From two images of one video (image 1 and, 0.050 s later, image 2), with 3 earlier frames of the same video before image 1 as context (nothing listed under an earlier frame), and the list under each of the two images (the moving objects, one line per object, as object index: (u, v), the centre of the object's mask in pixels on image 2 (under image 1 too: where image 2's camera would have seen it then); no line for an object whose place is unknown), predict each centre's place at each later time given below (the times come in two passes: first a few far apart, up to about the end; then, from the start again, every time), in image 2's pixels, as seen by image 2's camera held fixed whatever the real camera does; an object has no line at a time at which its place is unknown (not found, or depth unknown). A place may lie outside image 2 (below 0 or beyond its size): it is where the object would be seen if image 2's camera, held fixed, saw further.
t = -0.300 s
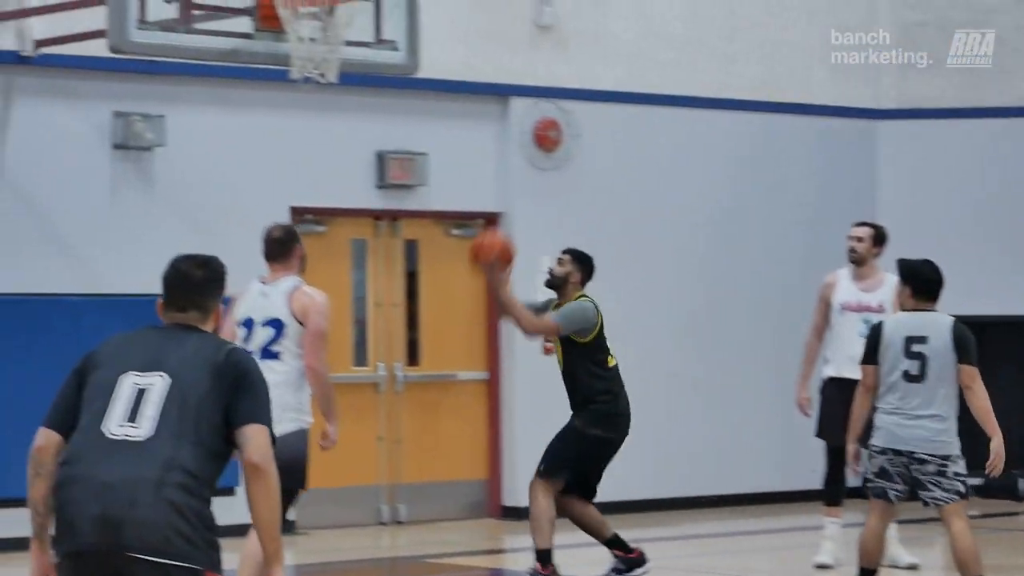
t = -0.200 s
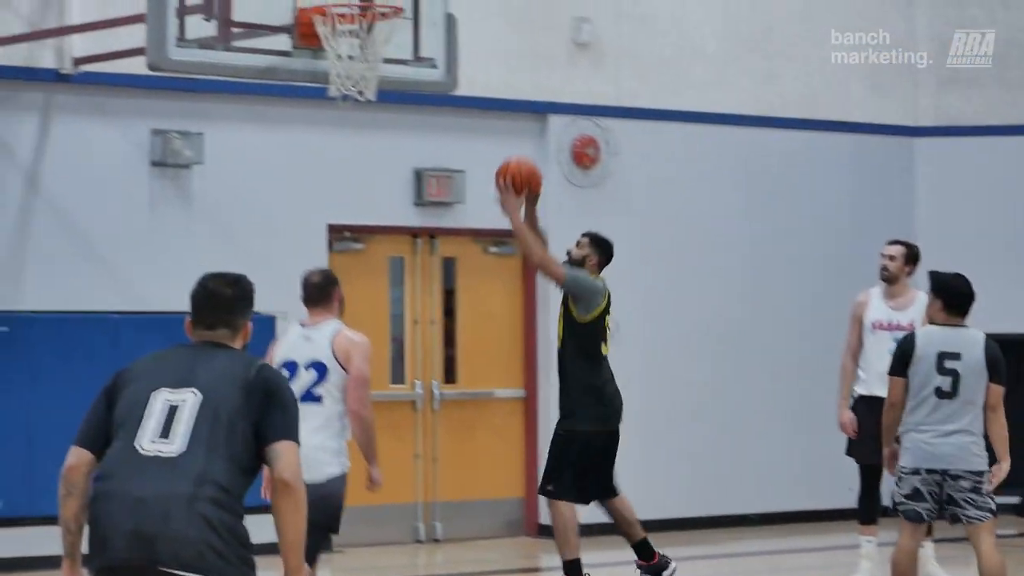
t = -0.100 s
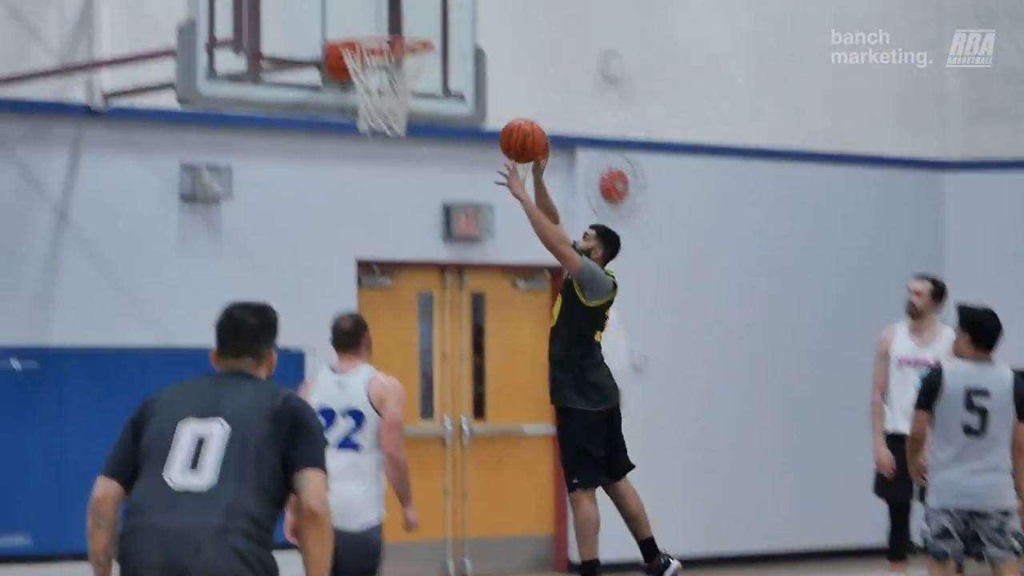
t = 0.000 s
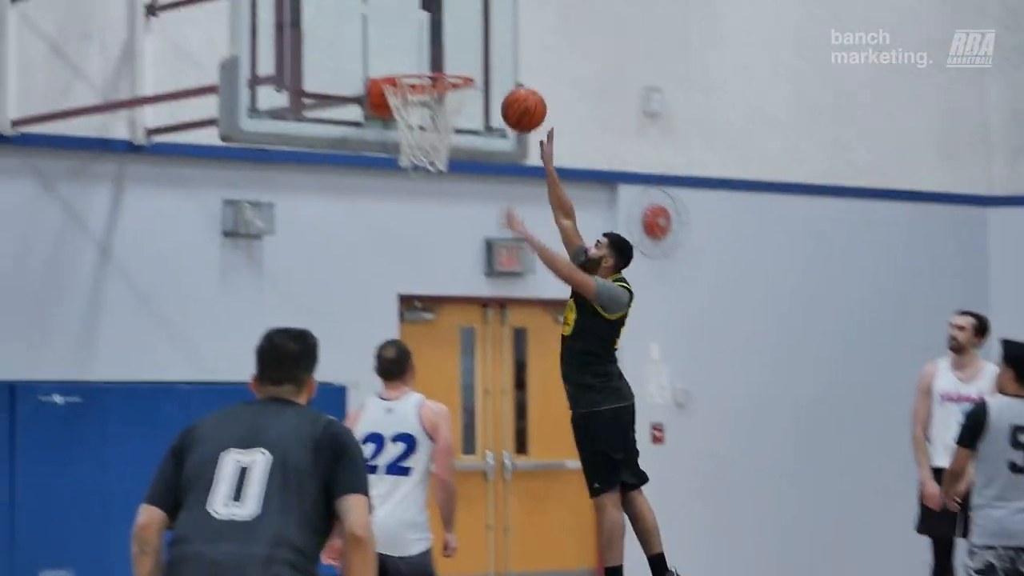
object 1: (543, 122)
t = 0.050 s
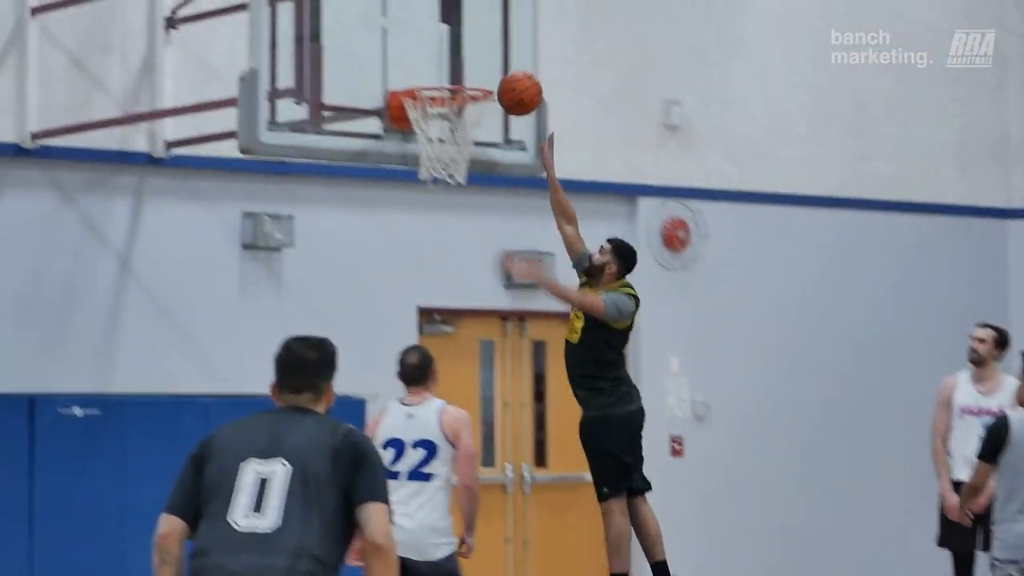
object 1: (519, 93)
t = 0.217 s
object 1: (476, 43)
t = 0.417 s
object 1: (481, 69)
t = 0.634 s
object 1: (444, 72)
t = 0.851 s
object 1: (427, 89)
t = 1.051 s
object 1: (441, 150)
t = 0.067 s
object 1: (512, 85)
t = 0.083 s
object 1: (504, 77)
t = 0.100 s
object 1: (497, 69)
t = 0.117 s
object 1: (489, 62)
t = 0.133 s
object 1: (481, 56)
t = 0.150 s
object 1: (475, 50)
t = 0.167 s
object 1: (474, 48)
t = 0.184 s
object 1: (474, 46)
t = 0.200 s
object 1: (475, 45)
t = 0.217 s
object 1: (476, 43)
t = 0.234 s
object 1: (477, 43)
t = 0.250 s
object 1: (477, 43)
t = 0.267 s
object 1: (477, 44)
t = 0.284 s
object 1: (478, 45)
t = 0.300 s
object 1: (479, 48)
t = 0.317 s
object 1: (480, 50)
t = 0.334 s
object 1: (480, 52)
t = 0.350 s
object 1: (481, 55)
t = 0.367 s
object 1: (481, 59)
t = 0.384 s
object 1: (482, 64)
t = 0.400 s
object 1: (483, 68)
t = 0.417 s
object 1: (481, 69)
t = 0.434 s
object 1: (479, 67)
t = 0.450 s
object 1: (476, 66)
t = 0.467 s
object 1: (473, 65)
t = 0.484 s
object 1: (470, 64)
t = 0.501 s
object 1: (467, 64)
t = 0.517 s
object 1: (464, 64)
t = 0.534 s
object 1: (461, 65)
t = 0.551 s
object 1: (458, 66)
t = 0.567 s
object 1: (455, 67)
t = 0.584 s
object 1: (452, 68)
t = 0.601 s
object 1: (449, 70)
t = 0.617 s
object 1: (446, 72)
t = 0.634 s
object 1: (444, 72)
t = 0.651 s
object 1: (442, 72)
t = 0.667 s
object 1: (440, 72)
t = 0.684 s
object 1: (438, 72)
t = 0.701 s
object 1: (437, 73)
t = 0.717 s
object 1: (434, 73)
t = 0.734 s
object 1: (432, 74)
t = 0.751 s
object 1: (430, 76)
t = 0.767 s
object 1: (427, 77)
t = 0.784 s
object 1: (426, 79)
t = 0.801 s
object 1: (425, 80)
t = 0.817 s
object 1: (425, 82)
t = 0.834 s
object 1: (425, 83)
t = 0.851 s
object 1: (427, 89)
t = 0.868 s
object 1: (433, 97)
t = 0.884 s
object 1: (435, 110)
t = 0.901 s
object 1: (430, 113)
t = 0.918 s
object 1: (430, 115)
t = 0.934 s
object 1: (434, 120)
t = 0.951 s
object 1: (436, 125)
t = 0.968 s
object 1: (437, 128)
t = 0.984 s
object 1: (437, 133)
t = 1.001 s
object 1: (437, 140)
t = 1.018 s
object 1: (438, 143)
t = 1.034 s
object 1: (439, 148)
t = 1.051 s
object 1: (441, 150)
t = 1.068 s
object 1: (443, 156)
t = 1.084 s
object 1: (446, 159)
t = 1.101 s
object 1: (446, 163)
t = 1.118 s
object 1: (448, 168)
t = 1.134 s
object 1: (450, 174)
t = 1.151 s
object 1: (451, 178)
